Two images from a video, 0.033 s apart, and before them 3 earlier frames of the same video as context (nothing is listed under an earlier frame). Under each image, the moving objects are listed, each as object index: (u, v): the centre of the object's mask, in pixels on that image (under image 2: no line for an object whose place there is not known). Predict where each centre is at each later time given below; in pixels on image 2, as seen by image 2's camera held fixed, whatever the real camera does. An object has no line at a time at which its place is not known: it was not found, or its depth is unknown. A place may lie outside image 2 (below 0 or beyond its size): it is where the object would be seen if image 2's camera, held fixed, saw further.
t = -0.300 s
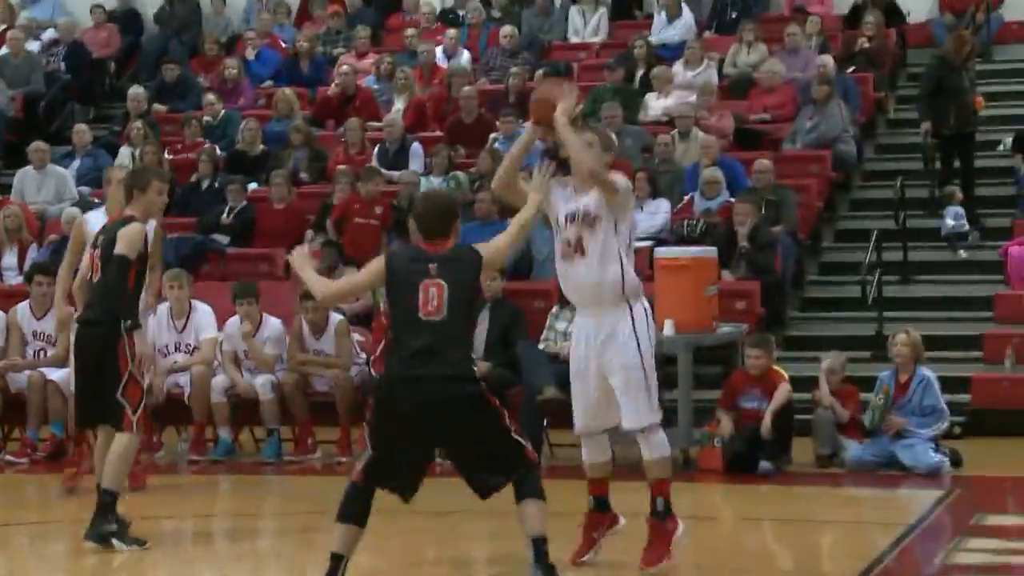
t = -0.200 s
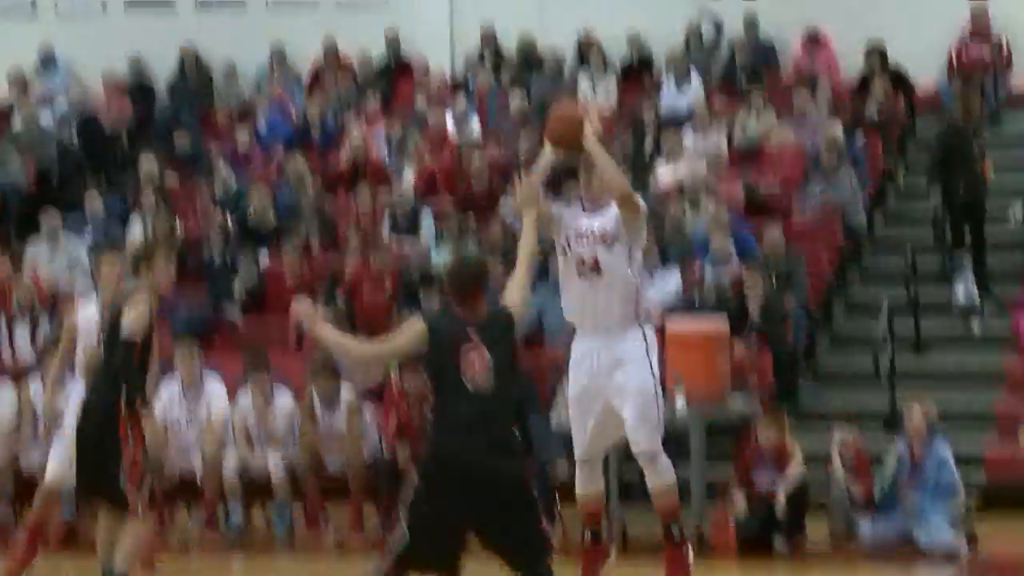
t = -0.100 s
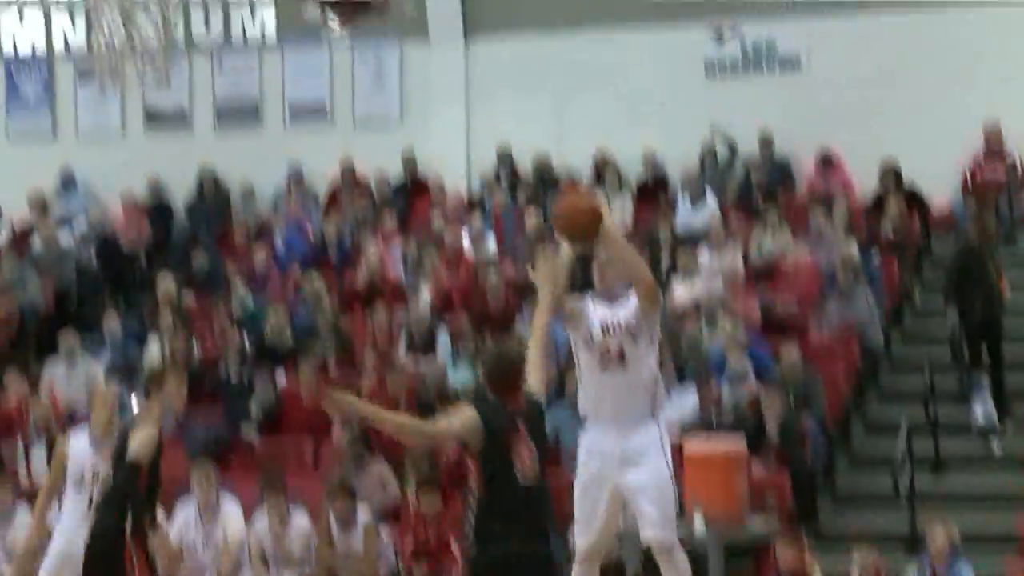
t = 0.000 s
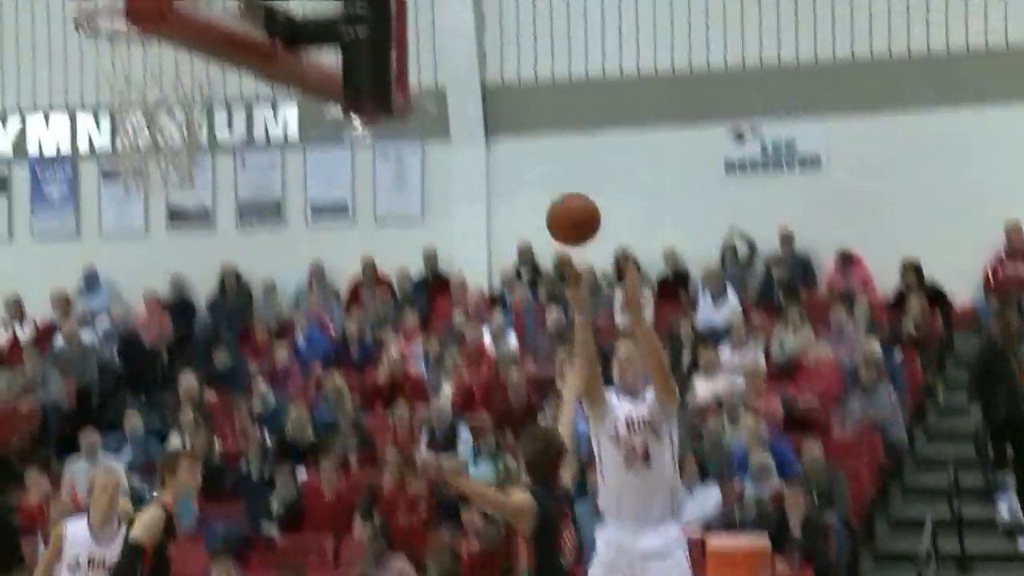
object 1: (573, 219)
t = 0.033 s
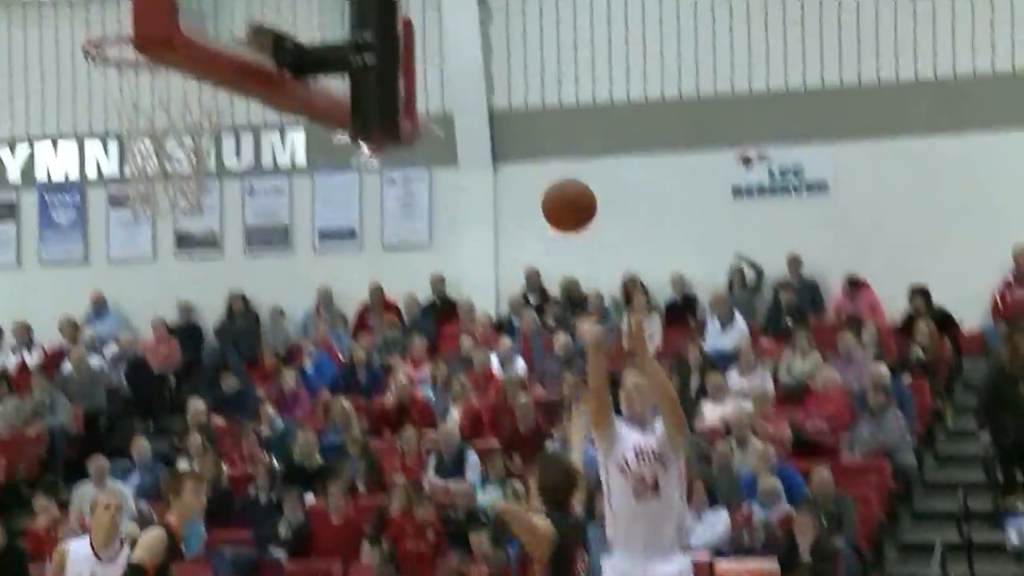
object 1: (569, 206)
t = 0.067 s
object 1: (554, 173)
